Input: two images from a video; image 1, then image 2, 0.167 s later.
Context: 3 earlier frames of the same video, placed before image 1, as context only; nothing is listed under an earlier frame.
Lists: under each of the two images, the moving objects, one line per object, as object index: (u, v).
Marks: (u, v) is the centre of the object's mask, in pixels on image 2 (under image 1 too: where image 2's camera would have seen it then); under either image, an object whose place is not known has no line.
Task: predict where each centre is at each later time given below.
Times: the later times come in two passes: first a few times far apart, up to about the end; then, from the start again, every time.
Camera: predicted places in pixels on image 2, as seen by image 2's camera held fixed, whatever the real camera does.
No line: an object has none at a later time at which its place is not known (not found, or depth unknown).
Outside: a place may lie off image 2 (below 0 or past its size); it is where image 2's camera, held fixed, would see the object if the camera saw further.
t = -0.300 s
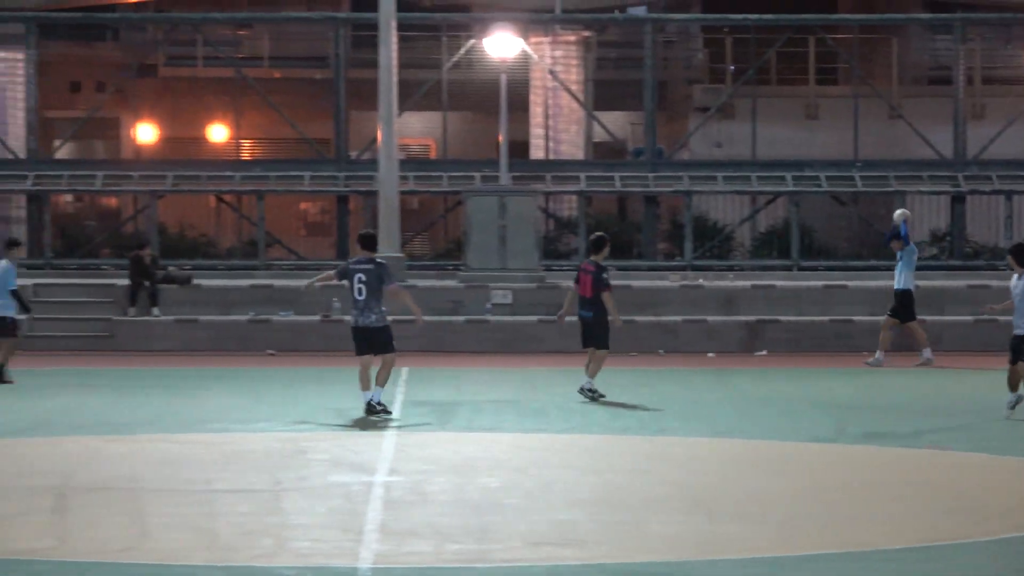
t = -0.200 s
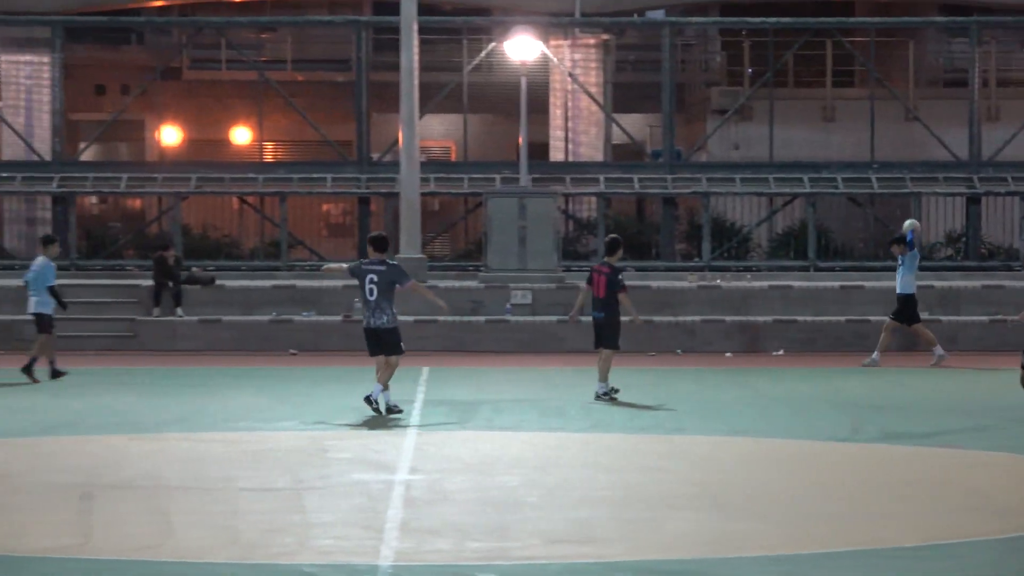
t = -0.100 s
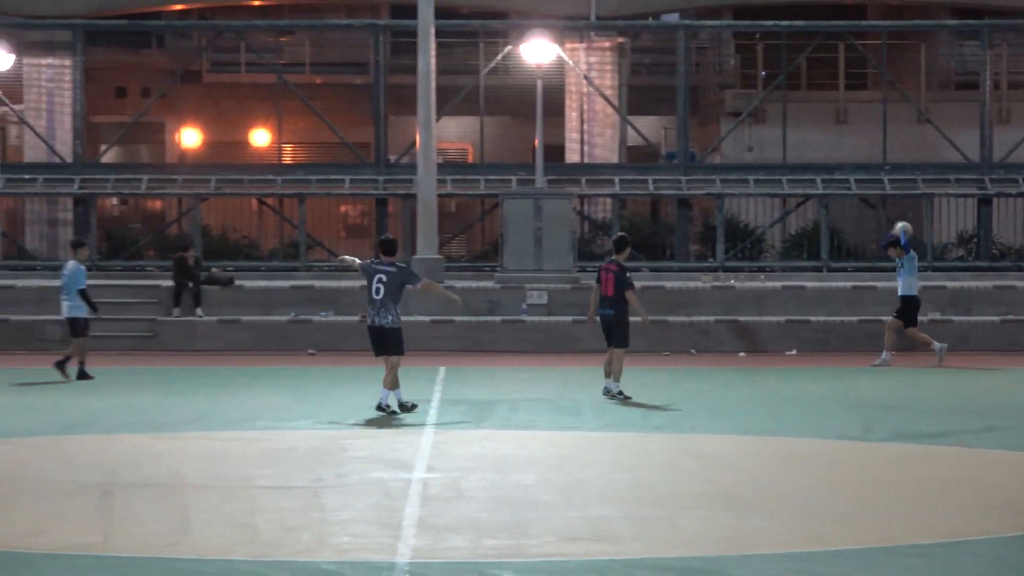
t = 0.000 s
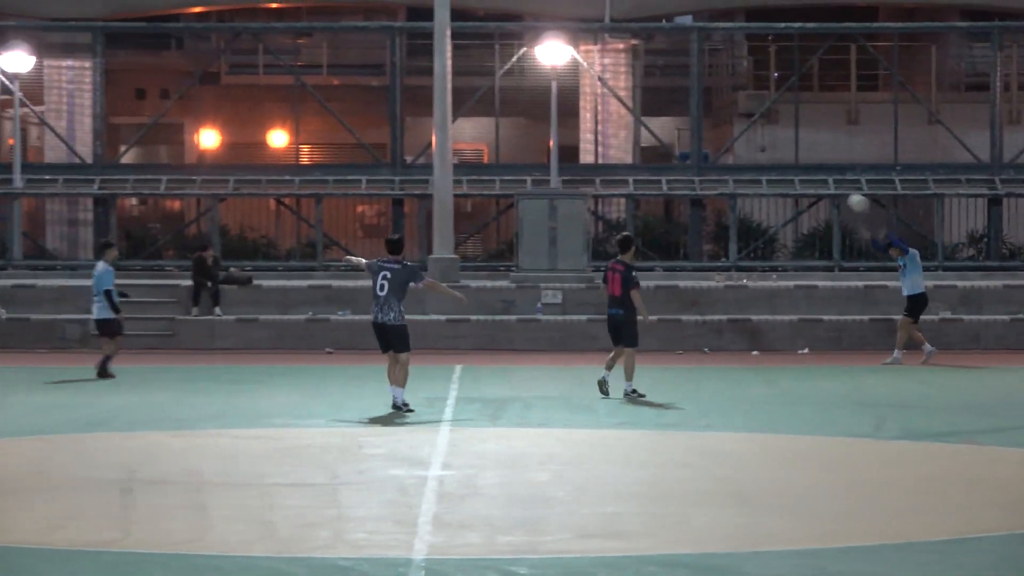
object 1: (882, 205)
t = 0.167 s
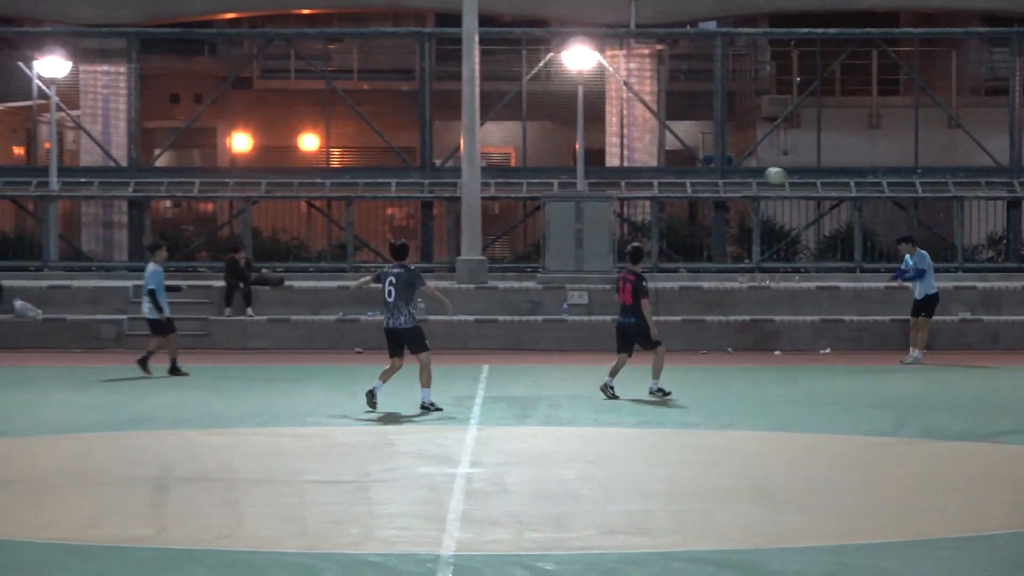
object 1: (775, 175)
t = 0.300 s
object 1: (692, 169)
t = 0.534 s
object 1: (551, 190)
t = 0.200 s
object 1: (754, 172)
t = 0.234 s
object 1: (734, 170)
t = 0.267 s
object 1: (713, 169)
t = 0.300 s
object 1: (692, 169)
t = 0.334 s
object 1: (671, 170)
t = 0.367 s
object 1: (651, 170)
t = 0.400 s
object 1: (630, 173)
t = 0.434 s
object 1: (610, 176)
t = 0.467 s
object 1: (591, 180)
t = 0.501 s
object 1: (569, 185)
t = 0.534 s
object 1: (551, 190)
